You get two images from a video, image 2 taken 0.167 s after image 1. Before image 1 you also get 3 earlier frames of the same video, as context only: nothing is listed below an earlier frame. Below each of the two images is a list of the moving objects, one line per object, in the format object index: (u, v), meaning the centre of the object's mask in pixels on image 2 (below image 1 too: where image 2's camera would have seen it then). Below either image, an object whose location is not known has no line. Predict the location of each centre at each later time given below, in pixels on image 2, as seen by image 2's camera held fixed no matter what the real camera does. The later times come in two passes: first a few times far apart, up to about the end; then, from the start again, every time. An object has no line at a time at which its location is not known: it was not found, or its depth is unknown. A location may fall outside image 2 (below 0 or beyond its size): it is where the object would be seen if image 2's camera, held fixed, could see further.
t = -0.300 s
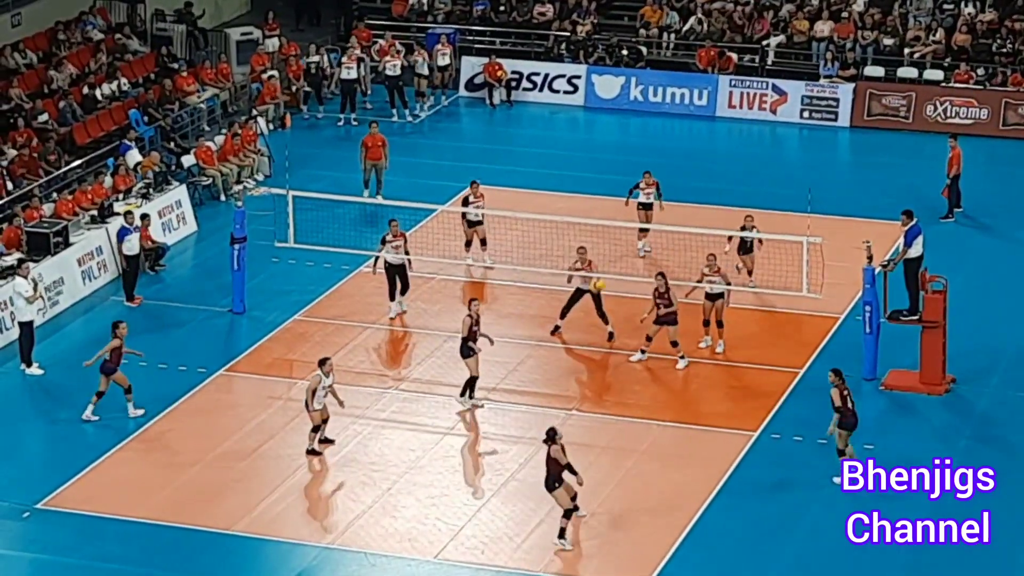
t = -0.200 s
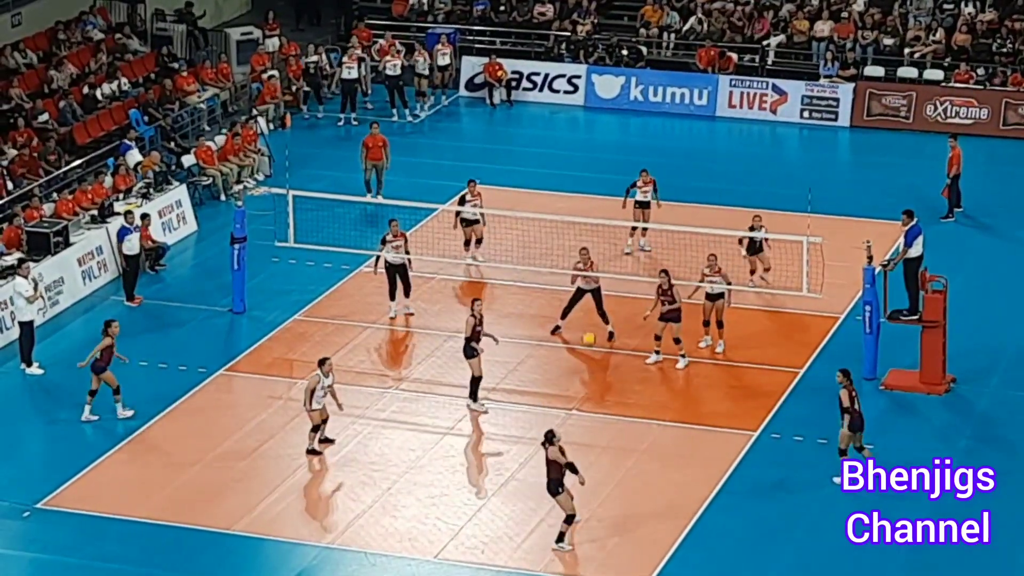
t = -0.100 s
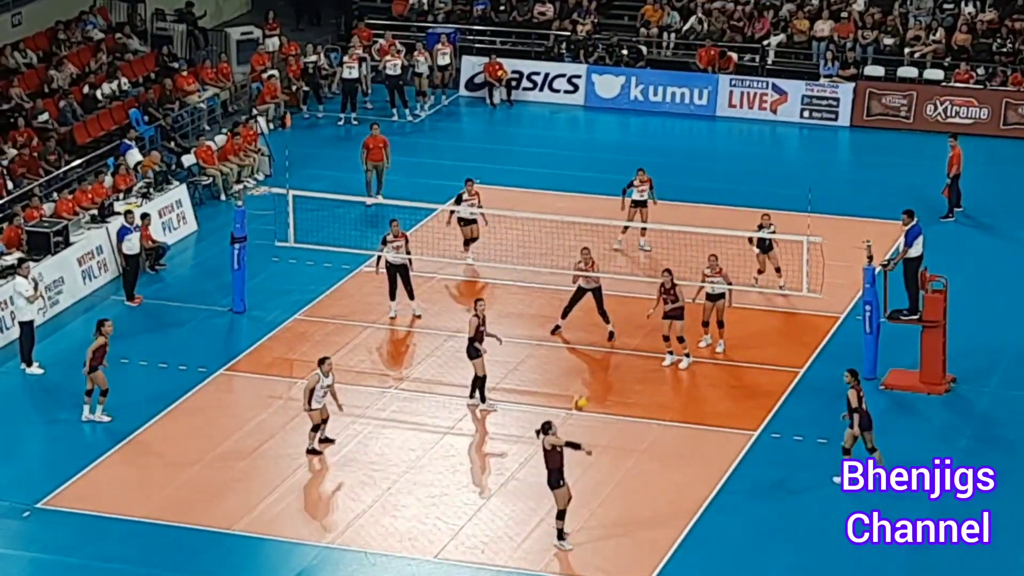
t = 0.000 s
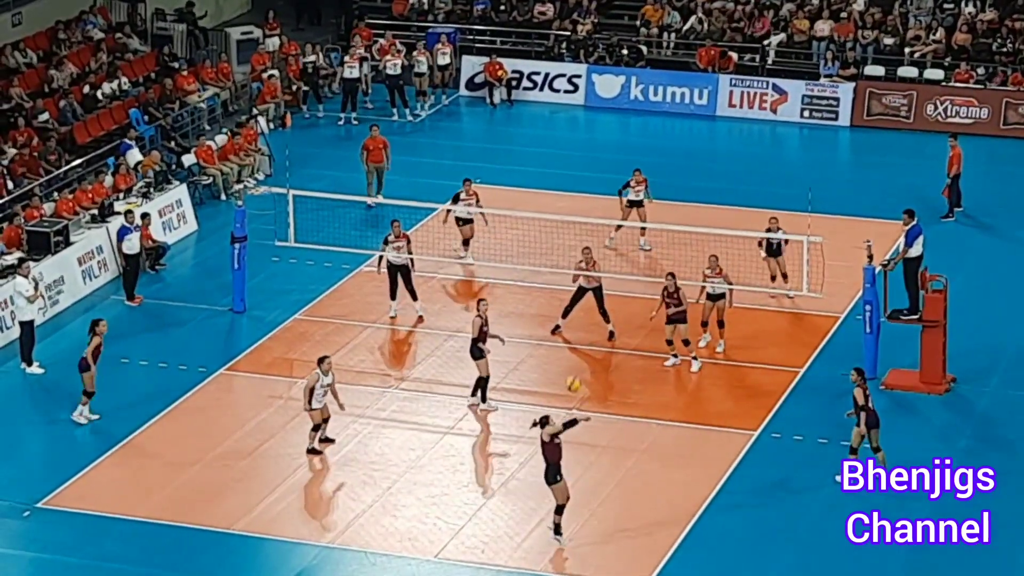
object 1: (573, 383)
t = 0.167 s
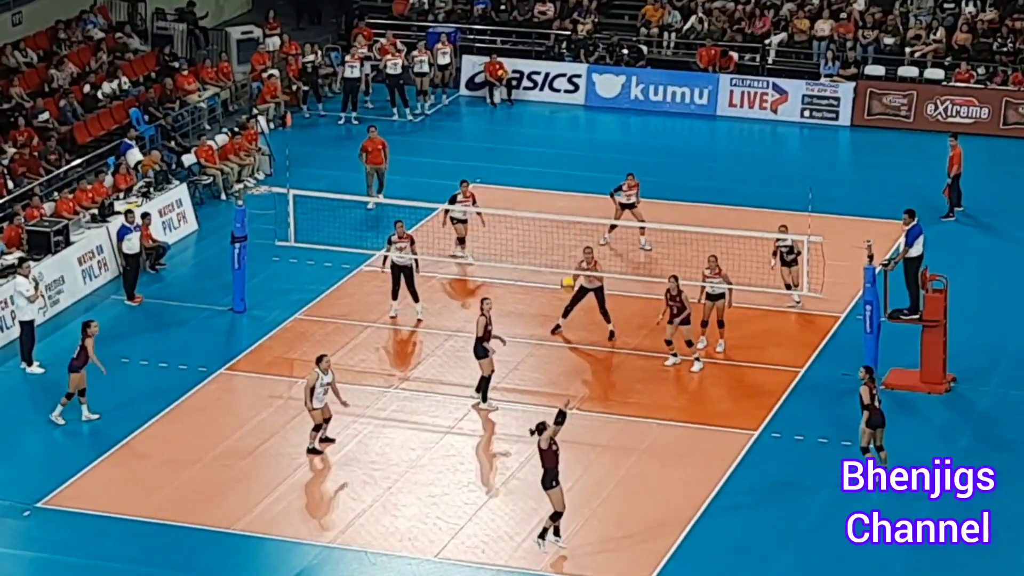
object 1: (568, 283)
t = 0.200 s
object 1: (567, 268)
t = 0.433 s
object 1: (562, 175)
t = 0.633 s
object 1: (558, 128)
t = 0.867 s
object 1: (553, 110)
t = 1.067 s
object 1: (548, 123)
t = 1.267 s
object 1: (544, 159)
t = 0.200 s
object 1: (567, 268)
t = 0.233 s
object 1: (566, 252)
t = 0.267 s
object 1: (565, 237)
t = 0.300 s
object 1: (564, 223)
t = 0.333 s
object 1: (564, 211)
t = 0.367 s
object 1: (563, 197)
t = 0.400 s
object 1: (563, 185)
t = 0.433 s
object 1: (562, 175)
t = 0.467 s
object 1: (562, 165)
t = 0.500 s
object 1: (561, 156)
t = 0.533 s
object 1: (560, 148)
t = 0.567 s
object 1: (559, 140)
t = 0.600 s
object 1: (558, 134)
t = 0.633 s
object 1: (558, 128)
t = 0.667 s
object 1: (557, 123)
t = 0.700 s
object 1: (556, 119)
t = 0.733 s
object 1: (555, 116)
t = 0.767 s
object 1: (555, 113)
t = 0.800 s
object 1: (554, 111)
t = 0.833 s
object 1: (553, 111)
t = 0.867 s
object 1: (553, 110)
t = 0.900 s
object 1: (552, 110)
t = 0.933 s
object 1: (551, 111)
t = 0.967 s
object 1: (551, 113)
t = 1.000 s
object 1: (550, 115)
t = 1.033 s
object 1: (549, 119)
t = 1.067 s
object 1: (548, 123)
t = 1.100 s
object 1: (548, 127)
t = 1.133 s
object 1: (547, 132)
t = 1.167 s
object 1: (546, 138)
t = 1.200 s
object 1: (545, 144)
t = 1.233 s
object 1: (544, 151)
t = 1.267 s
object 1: (544, 159)
